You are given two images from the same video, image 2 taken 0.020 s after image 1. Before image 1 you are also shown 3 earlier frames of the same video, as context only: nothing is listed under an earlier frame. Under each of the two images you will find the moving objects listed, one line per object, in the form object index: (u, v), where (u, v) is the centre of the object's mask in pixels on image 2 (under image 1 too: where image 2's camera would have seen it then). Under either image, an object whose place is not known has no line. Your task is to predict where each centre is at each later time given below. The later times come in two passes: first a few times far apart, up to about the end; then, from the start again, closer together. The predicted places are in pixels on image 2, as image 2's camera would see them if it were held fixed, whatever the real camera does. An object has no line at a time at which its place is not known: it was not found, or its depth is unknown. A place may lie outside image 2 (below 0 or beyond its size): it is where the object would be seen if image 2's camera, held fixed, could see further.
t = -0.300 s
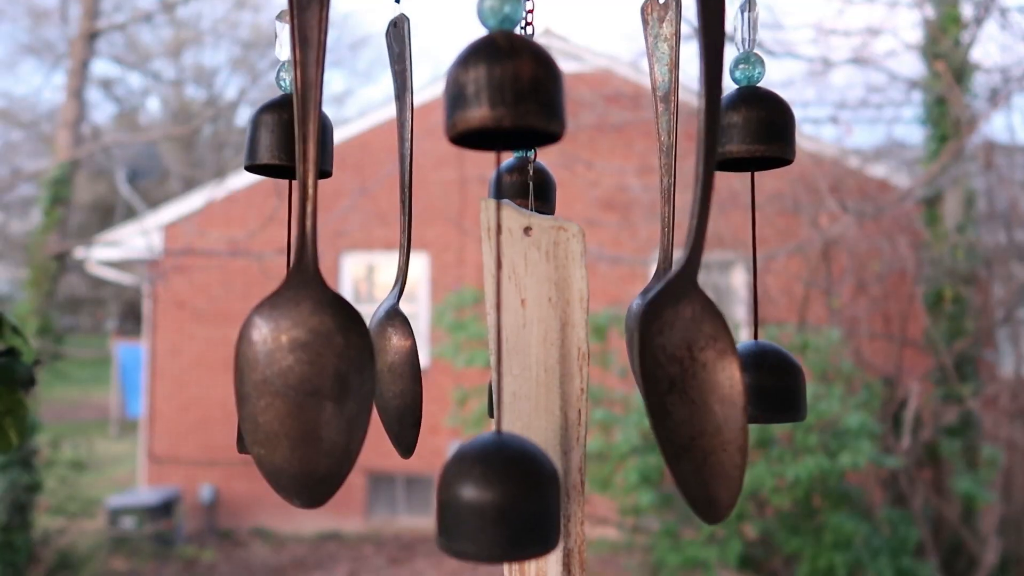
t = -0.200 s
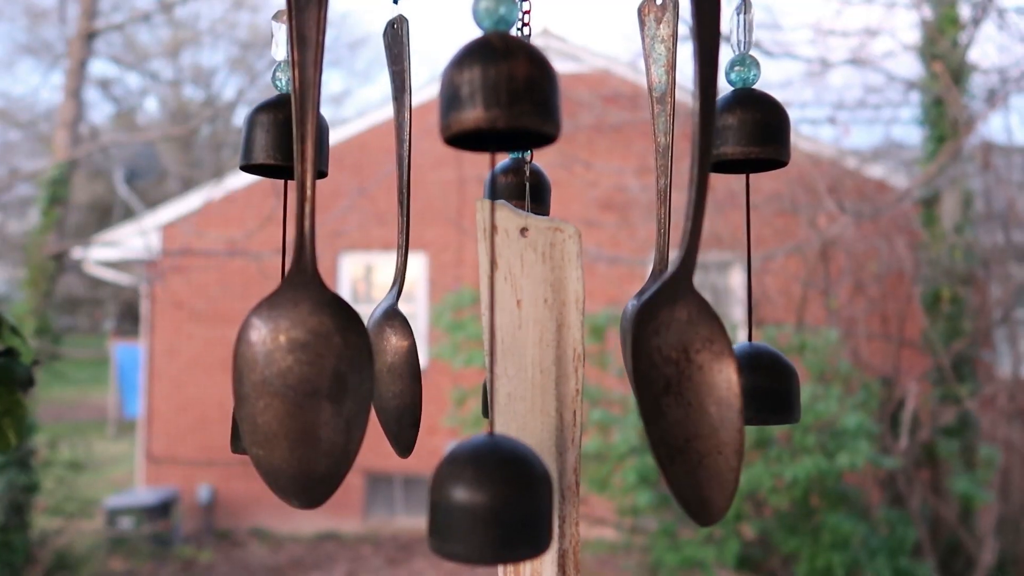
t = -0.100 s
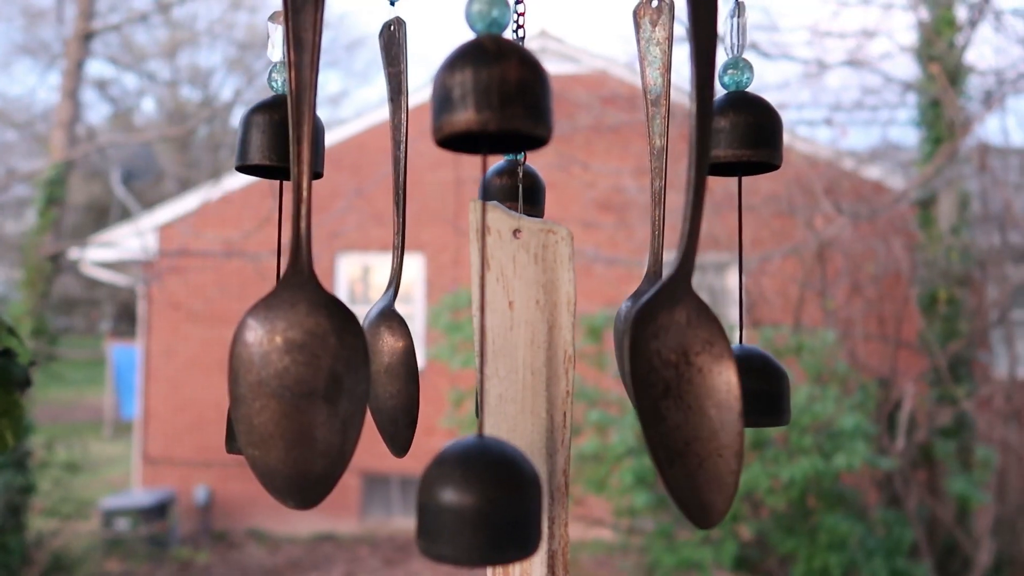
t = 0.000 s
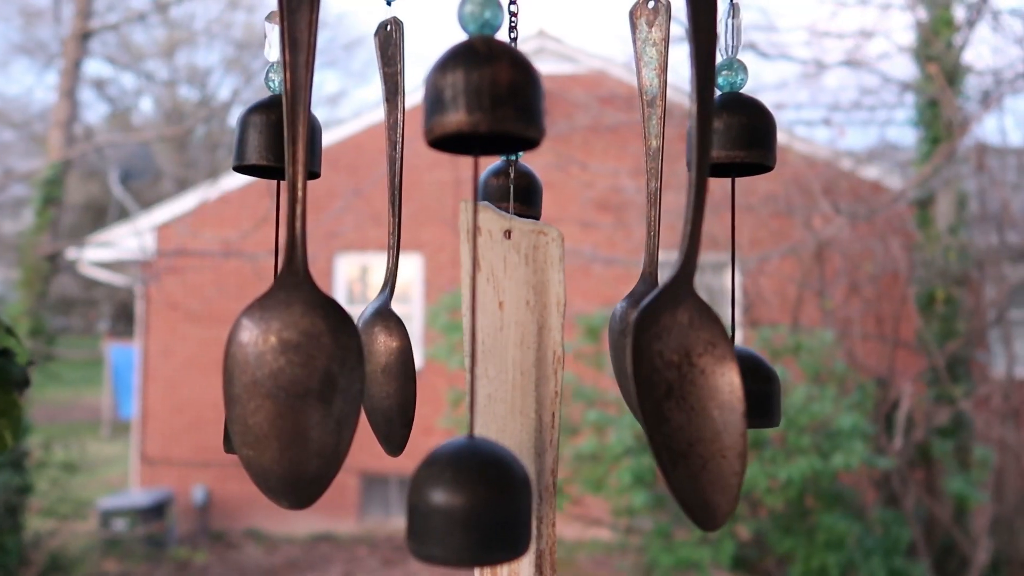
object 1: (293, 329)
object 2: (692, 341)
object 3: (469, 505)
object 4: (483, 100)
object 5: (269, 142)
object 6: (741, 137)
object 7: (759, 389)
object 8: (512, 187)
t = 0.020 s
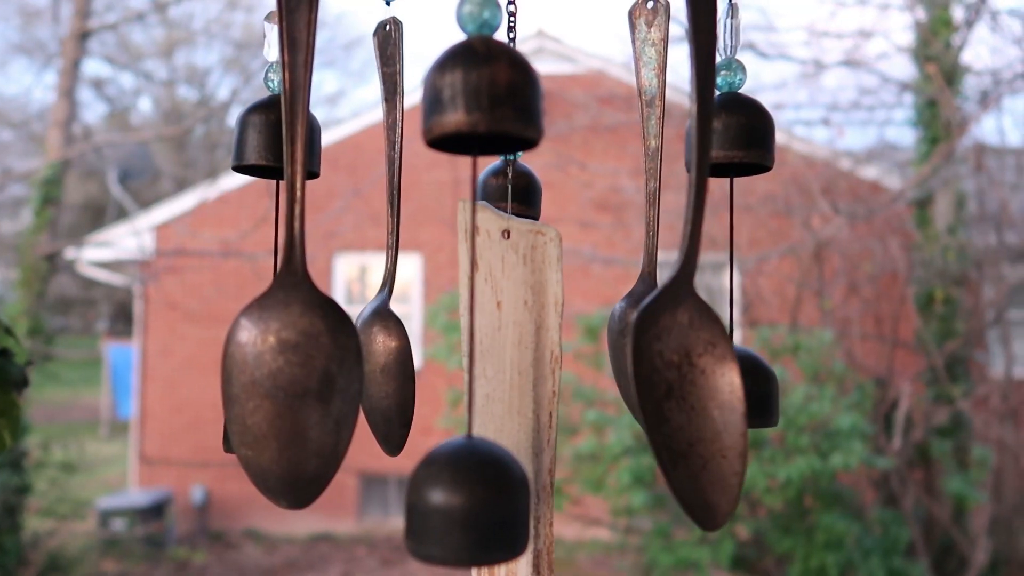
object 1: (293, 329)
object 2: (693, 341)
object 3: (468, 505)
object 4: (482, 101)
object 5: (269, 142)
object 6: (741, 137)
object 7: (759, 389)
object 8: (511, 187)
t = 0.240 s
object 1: (290, 327)
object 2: (703, 337)
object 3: (470, 502)
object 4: (486, 100)
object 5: (280, 142)
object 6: (748, 136)
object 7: (765, 389)
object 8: (517, 188)
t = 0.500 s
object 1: (306, 329)
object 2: (701, 335)
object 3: (501, 502)
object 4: (506, 102)
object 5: (287, 143)
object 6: (757, 136)
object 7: (774, 386)
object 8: (531, 188)
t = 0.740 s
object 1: (331, 330)
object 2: (715, 334)
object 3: (521, 503)
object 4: (526, 104)
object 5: (294, 144)
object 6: (769, 137)
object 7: (785, 386)
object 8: (534, 188)
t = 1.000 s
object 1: (334, 328)
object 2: (733, 332)
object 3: (514, 506)
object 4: (524, 113)
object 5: (300, 151)
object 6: (759, 146)
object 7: (788, 391)
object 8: (535, 194)
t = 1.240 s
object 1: (329, 322)
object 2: (721, 328)
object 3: (511, 500)
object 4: (521, 119)
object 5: (300, 153)
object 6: (765, 148)
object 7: (778, 389)
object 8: (537, 197)
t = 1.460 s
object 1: (336, 319)
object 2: (704, 324)
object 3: (519, 493)
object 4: (526, 119)
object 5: (305, 151)
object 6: (760, 148)
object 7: (771, 386)
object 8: (537, 197)
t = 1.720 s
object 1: (349, 317)
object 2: (715, 325)
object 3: (526, 489)
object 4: (533, 118)
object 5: (315, 150)
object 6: (765, 147)
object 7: (778, 383)
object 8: (539, 195)
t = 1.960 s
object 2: (739, 321)
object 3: (534, 490)
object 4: (544, 123)
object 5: (328, 155)
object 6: (765, 151)
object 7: (794, 385)
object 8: (549, 197)
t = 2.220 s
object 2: (739, 321)
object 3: (551, 491)
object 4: (555, 129)
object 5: (337, 161)
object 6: (782, 155)
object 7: (800, 387)
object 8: (558, 202)
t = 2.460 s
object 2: (730, 318)
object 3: (554, 493)
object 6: (776, 162)
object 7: (792, 391)
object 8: (555, 210)
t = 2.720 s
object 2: (733, 313)
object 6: (764, 167)
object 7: (786, 393)
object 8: (552, 212)
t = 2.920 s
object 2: (733, 310)
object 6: (765, 174)
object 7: (786, 397)
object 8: (558, 219)
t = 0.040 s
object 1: (292, 329)
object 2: (694, 342)
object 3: (467, 505)
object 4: (481, 100)
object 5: (270, 142)
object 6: (741, 137)
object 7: (759, 389)
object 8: (511, 187)
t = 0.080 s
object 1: (291, 328)
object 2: (697, 340)
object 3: (466, 504)
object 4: (481, 100)
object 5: (272, 142)
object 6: (743, 137)
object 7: (760, 390)
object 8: (512, 187)
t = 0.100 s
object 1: (291, 327)
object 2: (698, 340)
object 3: (466, 504)
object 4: (481, 100)
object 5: (273, 142)
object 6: (743, 137)
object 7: (761, 389)
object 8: (512, 187)
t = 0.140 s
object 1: (289, 328)
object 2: (700, 342)
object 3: (466, 505)
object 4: (481, 101)
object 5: (274, 143)
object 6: (744, 137)
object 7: (762, 390)
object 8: (513, 188)
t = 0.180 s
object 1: (289, 326)
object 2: (702, 338)
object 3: (467, 502)
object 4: (483, 99)
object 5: (277, 142)
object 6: (746, 136)
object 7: (764, 389)
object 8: (514, 187)
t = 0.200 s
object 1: (290, 326)
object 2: (703, 337)
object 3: (468, 502)
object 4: (484, 100)
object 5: (278, 142)
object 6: (747, 136)
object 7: (765, 389)
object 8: (515, 187)
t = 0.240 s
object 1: (290, 327)
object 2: (703, 337)
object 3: (470, 502)
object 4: (486, 100)
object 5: (280, 142)
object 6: (748, 136)
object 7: (765, 389)
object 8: (517, 188)
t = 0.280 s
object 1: (294, 329)
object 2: (706, 338)
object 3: (475, 503)
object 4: (491, 102)
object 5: (283, 143)
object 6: (750, 137)
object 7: (768, 389)
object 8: (520, 189)
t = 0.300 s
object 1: (293, 329)
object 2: (704, 338)
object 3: (476, 504)
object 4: (491, 103)
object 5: (283, 144)
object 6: (750, 138)
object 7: (767, 389)
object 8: (520, 189)
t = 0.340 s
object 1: (294, 329)
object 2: (703, 338)
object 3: (480, 504)
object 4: (492, 103)
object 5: (284, 144)
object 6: (751, 137)
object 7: (768, 389)
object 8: (521, 189)
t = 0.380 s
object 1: (296, 328)
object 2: (701, 337)
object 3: (484, 502)
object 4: (495, 102)
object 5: (284, 143)
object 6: (751, 137)
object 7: (768, 388)
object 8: (523, 189)
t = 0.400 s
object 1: (297, 327)
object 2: (701, 337)
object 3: (488, 502)
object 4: (497, 102)
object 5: (285, 143)
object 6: (752, 137)
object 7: (770, 387)
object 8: (524, 189)
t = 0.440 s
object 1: (302, 328)
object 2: (702, 337)
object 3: (494, 503)
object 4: (501, 103)
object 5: (287, 144)
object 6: (754, 137)
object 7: (772, 387)
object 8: (526, 189)
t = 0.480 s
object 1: (304, 327)
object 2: (701, 335)
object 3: (498, 502)
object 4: (504, 102)
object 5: (287, 143)
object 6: (756, 136)
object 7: (773, 386)
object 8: (529, 189)
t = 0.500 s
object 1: (306, 329)
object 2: (701, 335)
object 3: (501, 502)
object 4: (506, 102)
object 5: (287, 143)
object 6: (757, 136)
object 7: (774, 386)
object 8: (531, 188)
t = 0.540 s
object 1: (309, 329)
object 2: (701, 334)
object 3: (504, 502)
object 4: (509, 102)
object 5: (288, 143)
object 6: (758, 136)
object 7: (775, 386)
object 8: (532, 188)
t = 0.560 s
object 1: (312, 328)
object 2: (701, 334)
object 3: (506, 501)
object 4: (511, 101)
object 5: (280, 141)
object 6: (759, 136)
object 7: (776, 386)
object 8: (534, 188)
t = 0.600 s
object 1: (317, 329)
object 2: (703, 335)
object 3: (511, 501)
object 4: (515, 101)
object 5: (283, 141)
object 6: (761, 136)
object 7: (778, 385)
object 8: (536, 188)
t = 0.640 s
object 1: (320, 329)
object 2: (705, 334)
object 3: (514, 501)
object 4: (518, 101)
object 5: (286, 141)
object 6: (763, 135)
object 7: (779, 385)
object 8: (531, 187)
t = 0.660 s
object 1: (322, 329)
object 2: (707, 334)
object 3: (515, 501)
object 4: (520, 101)
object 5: (287, 142)
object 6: (764, 136)
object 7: (780, 385)
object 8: (532, 187)
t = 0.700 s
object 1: (327, 327)
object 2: (711, 334)
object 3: (518, 501)
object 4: (523, 102)
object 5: (291, 142)
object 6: (767, 136)
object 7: (783, 385)
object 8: (533, 187)
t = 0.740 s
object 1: (331, 330)
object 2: (715, 334)
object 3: (521, 503)
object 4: (526, 104)
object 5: (294, 144)
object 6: (769, 137)
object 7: (785, 386)
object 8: (534, 188)
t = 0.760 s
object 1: (334, 330)
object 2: (718, 335)
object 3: (522, 504)
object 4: (527, 105)
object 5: (295, 145)
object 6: (770, 138)
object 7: (786, 387)
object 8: (535, 188)
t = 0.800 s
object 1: (335, 331)
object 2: (721, 335)
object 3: (522, 505)
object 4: (527, 106)
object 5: (297, 146)
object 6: (771, 139)
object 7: (787, 388)
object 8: (535, 189)
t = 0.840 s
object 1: (336, 330)
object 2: (725, 335)
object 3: (521, 505)
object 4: (526, 107)
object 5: (297, 146)
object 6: (772, 140)
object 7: (788, 388)
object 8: (535, 189)
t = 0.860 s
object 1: (335, 329)
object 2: (726, 333)
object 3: (520, 505)
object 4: (526, 108)
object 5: (298, 147)
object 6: (772, 140)
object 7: (788, 388)
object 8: (534, 190)
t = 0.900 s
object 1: (336, 329)
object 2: (730, 334)
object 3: (519, 506)
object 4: (525, 109)
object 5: (299, 148)
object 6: (763, 143)
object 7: (789, 389)
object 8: (534, 191)
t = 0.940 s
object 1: (336, 330)
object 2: (732, 335)
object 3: (517, 506)
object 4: (525, 111)
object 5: (300, 149)
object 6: (761, 144)
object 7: (789, 390)
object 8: (534, 192)
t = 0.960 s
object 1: (336, 329)
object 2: (733, 334)
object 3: (516, 506)
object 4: (525, 112)
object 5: (300, 150)
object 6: (760, 145)
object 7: (789, 390)
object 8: (535, 192)
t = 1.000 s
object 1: (334, 328)
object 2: (733, 332)
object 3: (514, 506)
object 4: (524, 113)
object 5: (300, 151)
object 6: (759, 146)
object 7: (788, 391)
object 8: (535, 194)
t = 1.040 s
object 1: (333, 326)
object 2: (733, 330)
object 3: (513, 505)
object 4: (524, 114)
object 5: (300, 152)
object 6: (758, 147)
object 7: (787, 391)
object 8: (536, 195)
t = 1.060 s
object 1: (332, 326)
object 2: (733, 329)
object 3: (512, 505)
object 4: (523, 115)
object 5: (300, 153)
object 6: (757, 147)
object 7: (786, 391)
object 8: (536, 195)
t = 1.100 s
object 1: (330, 327)
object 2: (731, 331)
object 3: (510, 505)
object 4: (522, 117)
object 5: (300, 154)
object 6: (756, 149)
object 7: (784, 392)
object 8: (536, 196)
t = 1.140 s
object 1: (330, 325)
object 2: (729, 331)
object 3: (511, 503)
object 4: (522, 117)
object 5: (300, 154)
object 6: (757, 149)
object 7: (783, 391)
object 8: (537, 196)
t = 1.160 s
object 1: (330, 325)
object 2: (727, 331)
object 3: (511, 503)
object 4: (521, 118)
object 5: (300, 154)
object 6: (756, 149)
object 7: (782, 390)
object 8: (537, 197)
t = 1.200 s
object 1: (329, 323)
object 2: (724, 329)
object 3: (511, 502)
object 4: (521, 118)
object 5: (300, 154)
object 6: (757, 149)
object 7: (780, 390)
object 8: (536, 197)
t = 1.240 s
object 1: (329, 322)
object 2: (721, 328)
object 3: (511, 500)
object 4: (521, 119)
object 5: (300, 153)
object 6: (765, 148)
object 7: (778, 389)
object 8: (537, 197)
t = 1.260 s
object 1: (329, 322)
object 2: (719, 328)
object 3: (512, 500)
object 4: (521, 119)
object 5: (300, 153)
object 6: (764, 148)
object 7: (777, 389)
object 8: (537, 197)
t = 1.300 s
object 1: (329, 320)
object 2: (714, 329)
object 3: (513, 497)
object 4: (521, 118)
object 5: (300, 152)
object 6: (762, 148)
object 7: (775, 388)
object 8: (537, 197)
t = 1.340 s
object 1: (330, 320)
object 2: (711, 328)
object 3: (515, 497)
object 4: (522, 119)
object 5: (301, 152)
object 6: (761, 148)
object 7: (774, 388)
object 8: (537, 198)
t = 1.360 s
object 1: (331, 320)
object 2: (710, 328)
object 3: (516, 496)
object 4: (523, 119)
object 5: (302, 152)
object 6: (761, 149)
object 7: (774, 388)
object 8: (538, 198)
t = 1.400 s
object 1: (333, 320)
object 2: (707, 325)
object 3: (517, 494)
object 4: (524, 119)
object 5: (303, 152)
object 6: (760, 149)
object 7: (773, 387)
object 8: (537, 197)
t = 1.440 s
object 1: (335, 319)
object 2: (705, 324)
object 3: (518, 493)
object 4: (525, 119)
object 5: (304, 151)
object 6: (760, 148)
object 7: (772, 387)
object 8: (537, 197)
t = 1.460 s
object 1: (336, 319)
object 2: (704, 324)
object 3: (519, 493)
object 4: (526, 119)
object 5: (305, 151)
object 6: (760, 148)
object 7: (771, 386)
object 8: (537, 197)
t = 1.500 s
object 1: (338, 318)
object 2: (703, 325)
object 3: (520, 492)
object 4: (527, 119)
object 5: (306, 151)
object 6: (760, 148)
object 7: (771, 386)
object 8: (537, 197)
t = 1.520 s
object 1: (339, 318)
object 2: (703, 324)
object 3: (521, 492)
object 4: (528, 119)
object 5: (306, 150)
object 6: (760, 148)
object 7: (771, 386)
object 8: (537, 197)
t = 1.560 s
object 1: (341, 318)
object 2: (704, 324)
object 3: (521, 491)
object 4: (529, 118)
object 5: (308, 150)
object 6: (760, 148)
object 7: (771, 385)
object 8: (537, 196)
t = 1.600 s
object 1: (344, 318)
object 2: (706, 324)
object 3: (523, 491)
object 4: (530, 119)
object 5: (310, 150)
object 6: (761, 148)
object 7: (772, 385)
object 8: (538, 196)
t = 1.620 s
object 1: (344, 318)
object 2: (707, 323)
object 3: (523, 490)
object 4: (531, 118)
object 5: (310, 150)
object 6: (761, 147)
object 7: (773, 384)
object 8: (538, 196)
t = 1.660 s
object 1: (347, 317)
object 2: (710, 323)
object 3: (525, 489)
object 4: (532, 118)
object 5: (312, 150)
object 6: (763, 147)
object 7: (775, 384)
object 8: (539, 195)
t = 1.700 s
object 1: (349, 317)
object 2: (714, 323)
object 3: (525, 489)
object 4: (533, 118)
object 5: (314, 150)
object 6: (764, 147)
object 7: (777, 383)
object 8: (538, 195)
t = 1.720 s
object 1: (349, 317)
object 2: (715, 325)
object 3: (526, 489)
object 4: (533, 118)
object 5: (315, 150)
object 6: (765, 147)
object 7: (778, 383)
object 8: (539, 195)
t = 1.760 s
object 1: (351, 318)
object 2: (720, 324)
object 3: (527, 489)
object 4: (534, 118)
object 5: (317, 151)
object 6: (767, 147)
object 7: (780, 383)
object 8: (540, 195)
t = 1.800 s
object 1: (353, 318)
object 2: (725, 323)
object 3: (528, 489)
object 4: (536, 119)
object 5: (319, 151)
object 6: (769, 148)
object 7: (783, 384)
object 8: (541, 195)
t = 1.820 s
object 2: (727, 321)
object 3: (528, 488)
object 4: (536, 118)
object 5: (320, 151)
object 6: (761, 148)
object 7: (785, 383)
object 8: (542, 194)
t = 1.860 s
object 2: (731, 322)
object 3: (529, 490)
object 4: (538, 119)
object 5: (322, 152)
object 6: (762, 149)
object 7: (787, 384)
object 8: (543, 195)
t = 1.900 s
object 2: (735, 323)
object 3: (531, 491)
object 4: (540, 121)
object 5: (324, 154)
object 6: (762, 150)
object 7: (790, 385)
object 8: (545, 196)
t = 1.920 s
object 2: (737, 325)
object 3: (533, 492)
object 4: (541, 122)
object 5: (326, 155)
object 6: (763, 151)
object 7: (791, 385)
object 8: (547, 196)
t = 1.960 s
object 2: (739, 321)
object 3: (534, 490)
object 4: (544, 123)
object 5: (328, 155)
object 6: (765, 151)
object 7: (794, 385)
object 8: (549, 197)
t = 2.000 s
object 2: (742, 322)
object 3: (537, 490)
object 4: (547, 124)
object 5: (331, 157)
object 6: (767, 152)
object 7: (796, 386)
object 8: (551, 197)
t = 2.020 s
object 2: (742, 320)
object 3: (538, 490)
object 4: (548, 124)
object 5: (332, 157)
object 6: (767, 152)
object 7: (797, 386)
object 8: (551, 197)
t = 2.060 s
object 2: (744, 319)
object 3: (542, 490)
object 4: (550, 125)
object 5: (334, 158)
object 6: (770, 153)
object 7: (799, 386)
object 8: (554, 198)
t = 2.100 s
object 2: (744, 320)
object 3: (544, 489)
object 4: (552, 125)
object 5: (335, 159)
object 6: (772, 153)
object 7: (800, 386)
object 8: (555, 198)
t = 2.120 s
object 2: (744, 321)
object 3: (547, 490)
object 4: (553, 126)
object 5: (336, 159)
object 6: (773, 154)
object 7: (801, 386)
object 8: (556, 199)
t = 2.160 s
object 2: (743, 321)
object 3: (549, 490)
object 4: (554, 127)
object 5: (337, 160)
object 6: (775, 154)
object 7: (801, 386)
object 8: (557, 199)
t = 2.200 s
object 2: (741, 321)
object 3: (551, 491)
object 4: (555, 128)
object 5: (338, 161)
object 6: (783, 154)
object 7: (801, 387)
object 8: (558, 201)
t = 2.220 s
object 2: (739, 321)
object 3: (551, 491)
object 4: (555, 129)
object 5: (337, 161)
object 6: (782, 155)
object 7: (800, 387)
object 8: (558, 202)
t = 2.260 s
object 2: (737, 320)
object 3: (552, 491)
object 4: (555, 130)
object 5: (337, 162)
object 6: (781, 156)
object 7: (799, 387)
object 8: (557, 203)
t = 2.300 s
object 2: (734, 321)
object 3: (553, 492)
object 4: (555, 133)
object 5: (338, 163)
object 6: (779, 157)
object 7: (797, 388)
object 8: (557, 205)
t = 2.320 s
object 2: (733, 321)
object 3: (554, 493)
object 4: (556, 134)
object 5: (338, 165)
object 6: (779, 158)
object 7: (796, 390)
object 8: (557, 206)
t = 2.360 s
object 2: (732, 321)
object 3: (554, 495)
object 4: (556, 136)
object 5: (338, 166)
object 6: (778, 160)
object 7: (795, 391)
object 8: (556, 209)
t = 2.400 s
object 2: (729, 320)
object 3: (554, 495)
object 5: (339, 167)
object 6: (776, 162)
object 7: (793, 392)
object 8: (555, 210)
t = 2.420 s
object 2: (730, 319)
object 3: (554, 495)
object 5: (339, 167)
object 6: (776, 162)
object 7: (793, 392)
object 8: (556, 210)
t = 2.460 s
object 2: (730, 318)
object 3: (554, 493)
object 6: (776, 162)
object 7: (792, 391)
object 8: (555, 210)
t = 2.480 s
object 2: (729, 318)
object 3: (554, 494)
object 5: (341, 168)
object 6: (776, 163)
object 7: (791, 392)
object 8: (555, 211)
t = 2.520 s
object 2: (729, 317)
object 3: (553, 493)
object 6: (776, 163)
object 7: (790, 392)
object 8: (554, 211)
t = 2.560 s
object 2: (730, 315)
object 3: (552, 493)
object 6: (775, 163)
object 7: (789, 392)
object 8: (553, 211)
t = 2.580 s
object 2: (730, 318)
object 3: (551, 495)
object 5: (341, 168)
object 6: (775, 164)
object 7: (789, 392)
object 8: (553, 212)
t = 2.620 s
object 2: (731, 315)
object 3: (549, 493)
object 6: (775, 164)
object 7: (788, 392)
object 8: (553, 211)
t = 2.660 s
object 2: (732, 315)
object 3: (547, 493)
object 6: (774, 164)
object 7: (787, 392)
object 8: (552, 212)
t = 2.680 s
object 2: (732, 314)
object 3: (546, 493)
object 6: (765, 165)
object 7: (786, 392)
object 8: (552, 212)
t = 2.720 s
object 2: (733, 313)
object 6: (764, 167)
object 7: (786, 393)
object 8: (552, 212)
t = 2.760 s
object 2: (734, 312)
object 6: (763, 168)
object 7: (785, 394)
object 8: (553, 213)
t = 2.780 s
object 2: (734, 312)
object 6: (762, 169)
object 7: (785, 394)
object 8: (553, 214)
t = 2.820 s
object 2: (734, 312)
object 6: (762, 170)
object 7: (785, 395)
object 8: (554, 215)
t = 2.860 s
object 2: (734, 313)
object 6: (763, 172)
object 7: (785, 396)
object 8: (555, 217)
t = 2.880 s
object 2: (734, 313)
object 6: (764, 173)
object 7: (786, 396)
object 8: (556, 217)
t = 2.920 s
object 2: (733, 310)
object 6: (765, 174)
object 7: (786, 397)
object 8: (558, 219)
